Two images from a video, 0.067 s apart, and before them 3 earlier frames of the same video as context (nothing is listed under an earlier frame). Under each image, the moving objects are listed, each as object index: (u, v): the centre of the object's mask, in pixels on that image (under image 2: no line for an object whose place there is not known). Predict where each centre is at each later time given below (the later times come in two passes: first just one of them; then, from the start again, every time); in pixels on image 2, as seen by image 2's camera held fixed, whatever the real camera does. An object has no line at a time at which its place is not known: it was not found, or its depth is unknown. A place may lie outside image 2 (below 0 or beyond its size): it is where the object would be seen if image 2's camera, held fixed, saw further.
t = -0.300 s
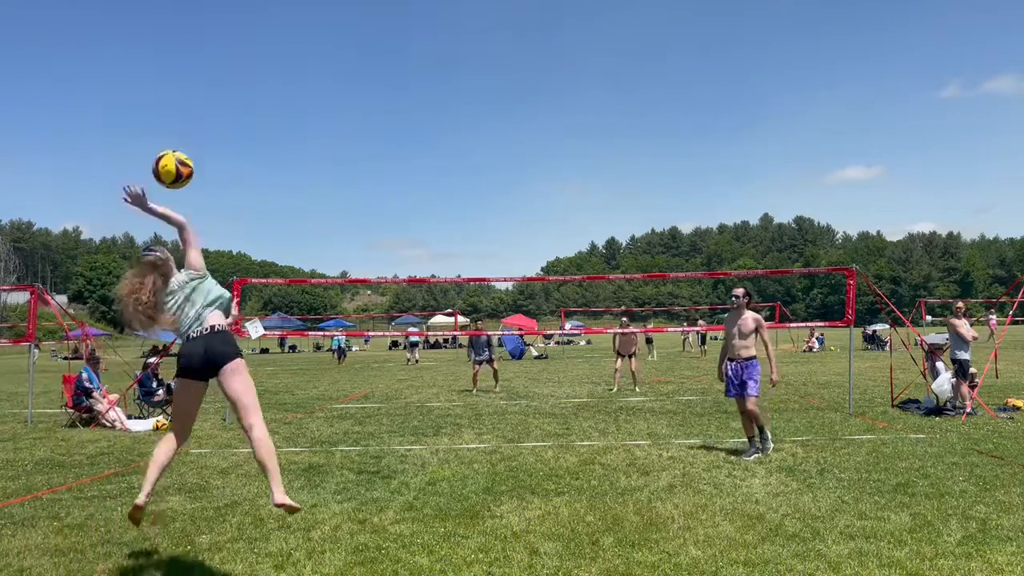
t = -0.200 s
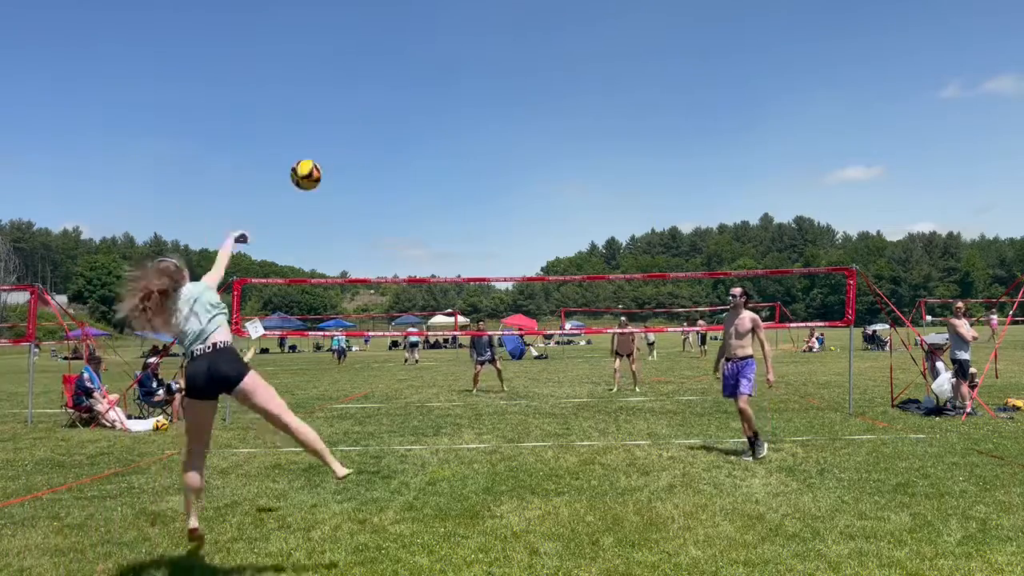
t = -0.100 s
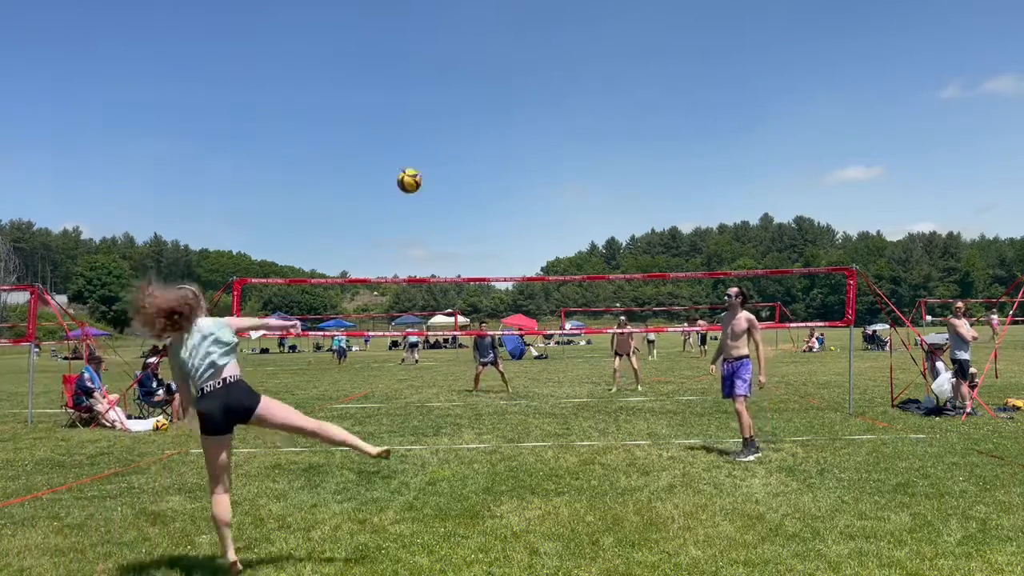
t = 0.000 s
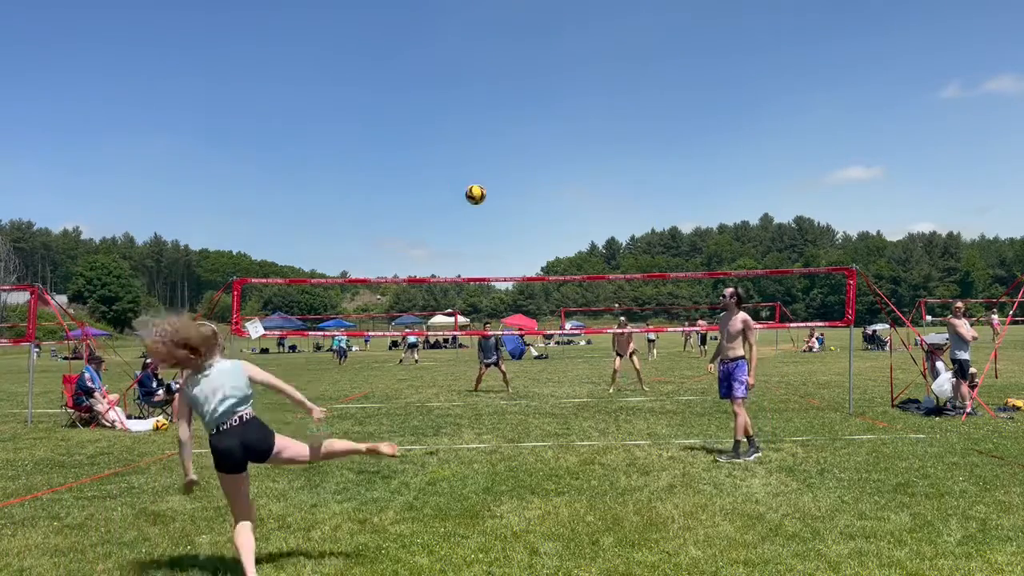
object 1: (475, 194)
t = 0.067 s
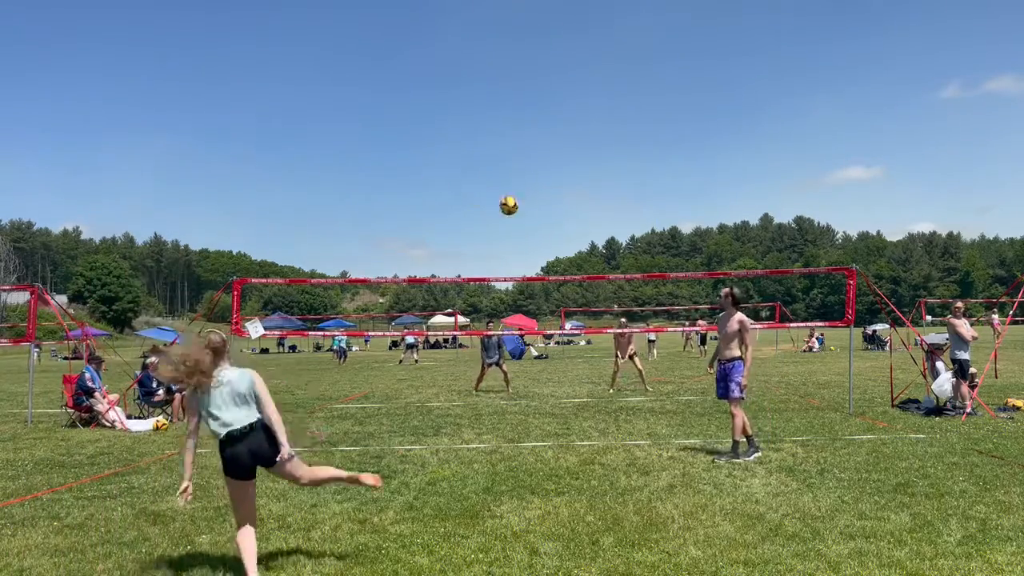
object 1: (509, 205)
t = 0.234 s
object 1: (568, 240)
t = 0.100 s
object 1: (523, 212)
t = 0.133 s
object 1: (536, 219)
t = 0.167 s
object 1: (548, 226)
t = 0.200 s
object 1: (558, 233)
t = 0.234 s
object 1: (568, 240)
